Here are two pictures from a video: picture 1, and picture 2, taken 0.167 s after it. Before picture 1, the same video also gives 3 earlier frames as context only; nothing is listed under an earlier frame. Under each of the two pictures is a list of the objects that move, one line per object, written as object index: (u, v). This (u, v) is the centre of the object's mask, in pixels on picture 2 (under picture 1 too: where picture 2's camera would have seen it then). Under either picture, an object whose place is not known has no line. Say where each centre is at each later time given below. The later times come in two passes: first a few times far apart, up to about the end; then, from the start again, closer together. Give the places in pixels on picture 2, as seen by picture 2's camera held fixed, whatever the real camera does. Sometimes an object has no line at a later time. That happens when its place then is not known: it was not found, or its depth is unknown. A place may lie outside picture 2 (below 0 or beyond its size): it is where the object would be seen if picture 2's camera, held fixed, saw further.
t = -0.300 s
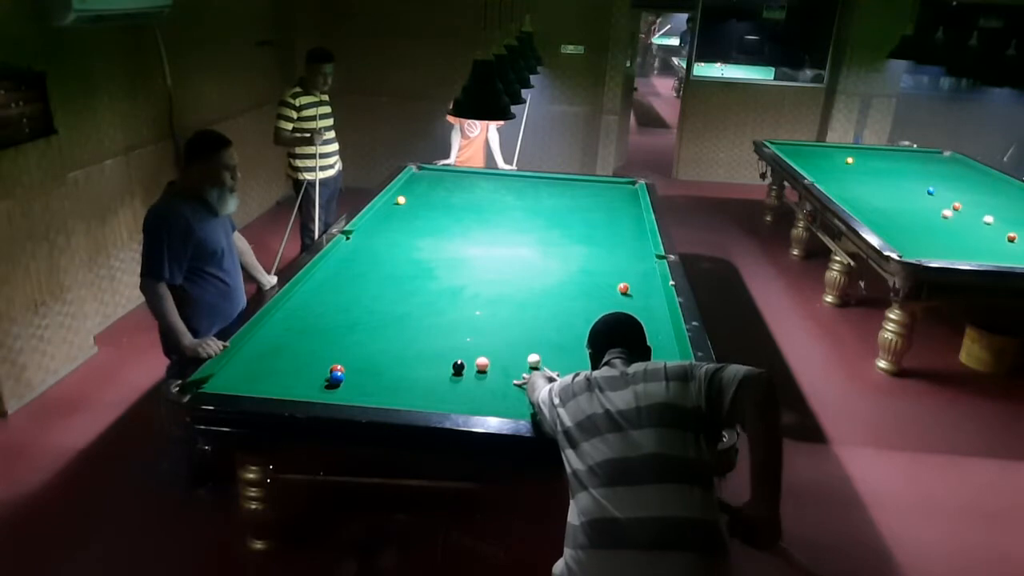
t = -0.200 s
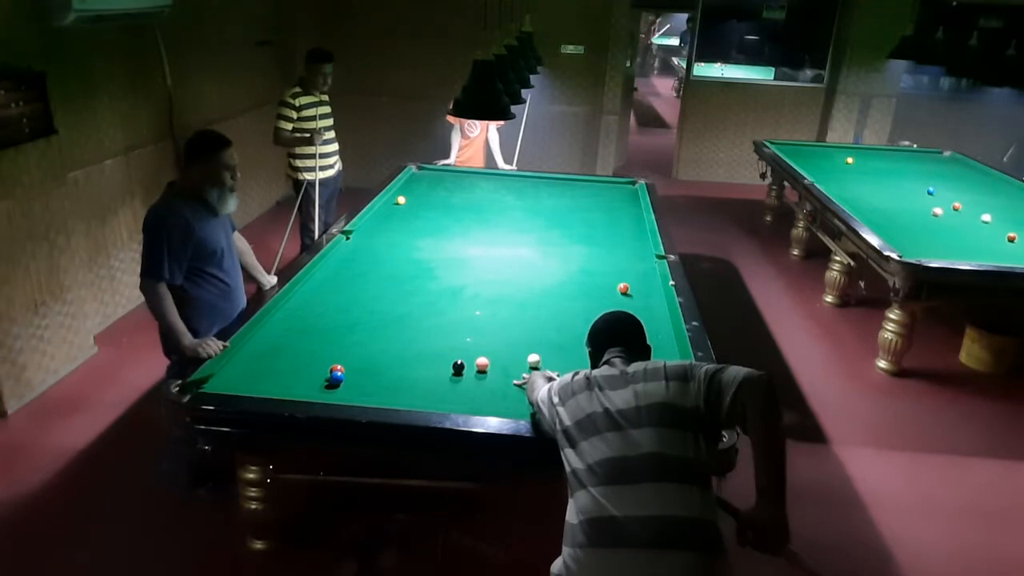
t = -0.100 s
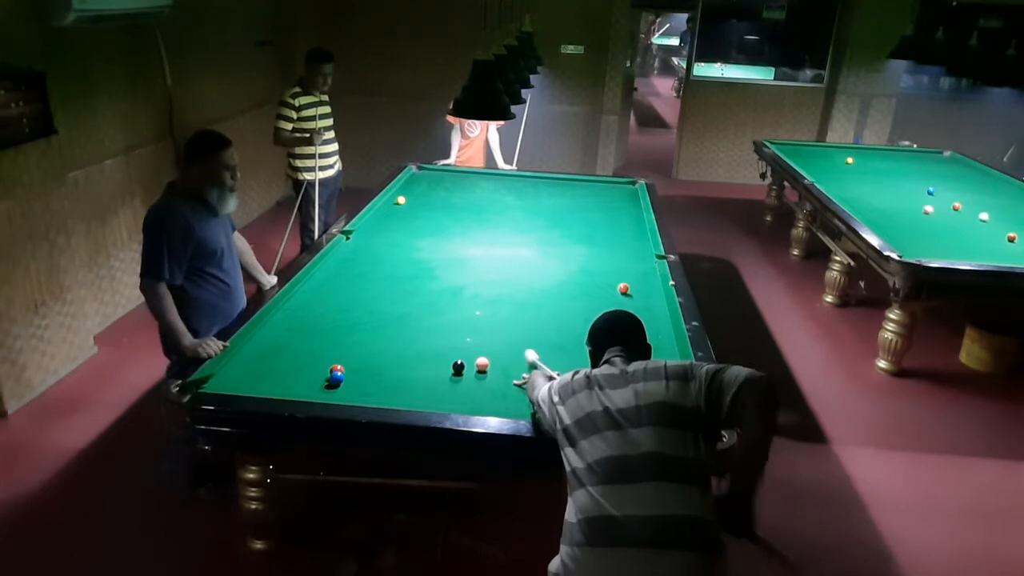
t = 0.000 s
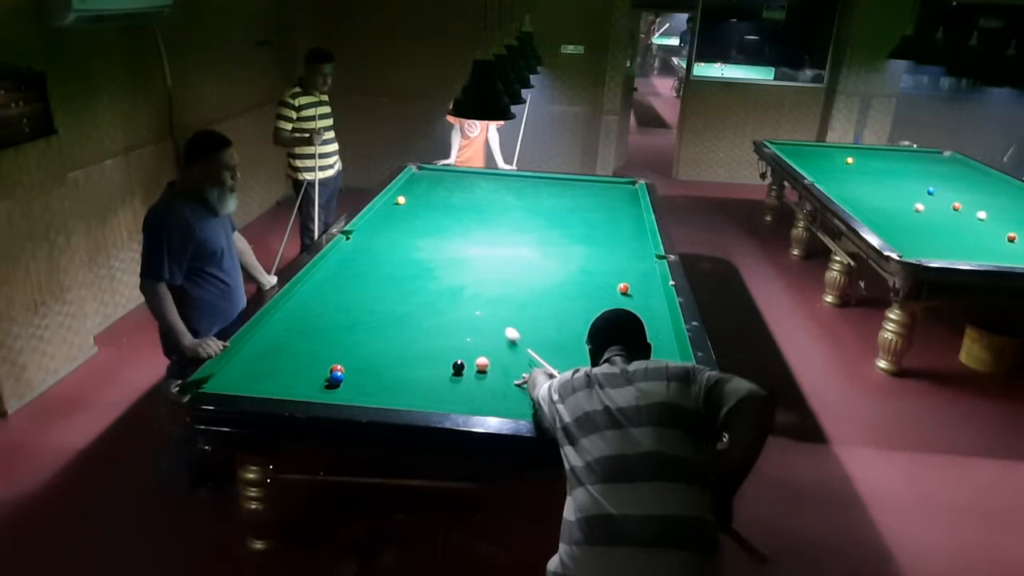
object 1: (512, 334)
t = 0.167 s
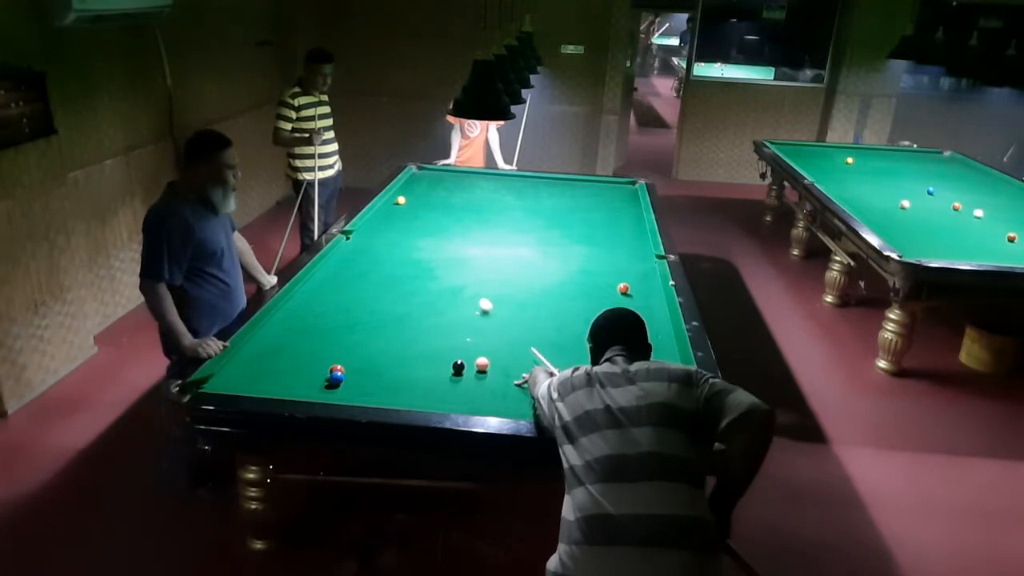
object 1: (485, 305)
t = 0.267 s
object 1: (471, 289)
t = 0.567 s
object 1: (437, 251)
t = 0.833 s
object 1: (413, 224)
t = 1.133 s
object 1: (392, 200)
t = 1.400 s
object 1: (417, 188)
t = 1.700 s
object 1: (444, 178)
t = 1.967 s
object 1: (464, 172)
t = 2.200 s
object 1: (473, 179)
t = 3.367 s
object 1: (525, 216)
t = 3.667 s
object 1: (539, 227)
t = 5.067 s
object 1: (613, 281)
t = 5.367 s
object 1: (620, 286)
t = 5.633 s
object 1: (622, 287)
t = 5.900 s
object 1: (623, 288)
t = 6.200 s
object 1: (624, 289)
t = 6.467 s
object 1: (624, 289)
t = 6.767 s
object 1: (624, 289)
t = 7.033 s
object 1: (624, 289)
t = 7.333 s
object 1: (624, 289)
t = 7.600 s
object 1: (624, 289)
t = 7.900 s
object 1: (624, 289)
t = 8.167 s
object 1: (624, 289)
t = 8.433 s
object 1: (624, 289)
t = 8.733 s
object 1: (624, 289)
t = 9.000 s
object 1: (624, 289)
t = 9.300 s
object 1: (624, 289)
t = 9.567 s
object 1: (624, 289)
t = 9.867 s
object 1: (624, 289)
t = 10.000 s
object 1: (624, 289)
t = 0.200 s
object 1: (480, 300)
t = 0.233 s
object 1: (476, 295)
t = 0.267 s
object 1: (471, 289)
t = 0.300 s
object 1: (467, 285)
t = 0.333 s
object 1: (463, 280)
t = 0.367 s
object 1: (459, 275)
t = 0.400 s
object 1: (455, 271)
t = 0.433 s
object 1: (451, 267)
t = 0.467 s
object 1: (447, 263)
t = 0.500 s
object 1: (444, 258)
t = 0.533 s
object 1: (441, 255)
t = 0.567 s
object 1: (437, 251)
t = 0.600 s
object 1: (434, 247)
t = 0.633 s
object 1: (431, 243)
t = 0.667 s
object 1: (428, 240)
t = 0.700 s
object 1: (425, 237)
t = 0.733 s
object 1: (422, 234)
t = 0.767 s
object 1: (419, 230)
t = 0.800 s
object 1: (416, 227)
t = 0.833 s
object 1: (413, 224)
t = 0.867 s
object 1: (411, 221)
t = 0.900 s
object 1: (408, 218)
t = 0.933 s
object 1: (406, 215)
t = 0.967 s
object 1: (403, 212)
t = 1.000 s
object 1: (401, 210)
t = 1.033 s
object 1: (398, 207)
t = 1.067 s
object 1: (396, 205)
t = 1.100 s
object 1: (394, 202)
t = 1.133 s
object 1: (392, 200)
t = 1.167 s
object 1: (391, 198)
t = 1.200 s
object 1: (395, 196)
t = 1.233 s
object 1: (400, 194)
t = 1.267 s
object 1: (404, 193)
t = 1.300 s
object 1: (407, 192)
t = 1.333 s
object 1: (410, 191)
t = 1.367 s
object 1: (414, 190)
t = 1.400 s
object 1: (417, 188)
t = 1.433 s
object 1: (420, 187)
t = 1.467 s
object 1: (423, 186)
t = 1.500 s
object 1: (427, 185)
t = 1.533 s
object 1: (430, 184)
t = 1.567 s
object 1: (433, 183)
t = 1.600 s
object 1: (436, 181)
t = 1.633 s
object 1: (438, 180)
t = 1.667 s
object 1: (441, 179)
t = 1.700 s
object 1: (444, 178)
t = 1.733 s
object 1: (447, 177)
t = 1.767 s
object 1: (449, 176)
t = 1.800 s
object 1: (452, 175)
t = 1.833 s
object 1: (455, 174)
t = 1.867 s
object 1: (457, 173)
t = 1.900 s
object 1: (460, 172)
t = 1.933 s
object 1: (462, 171)
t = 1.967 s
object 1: (464, 172)
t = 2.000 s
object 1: (465, 173)
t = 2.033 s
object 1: (466, 174)
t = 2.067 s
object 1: (468, 175)
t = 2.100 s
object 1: (469, 176)
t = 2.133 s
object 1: (470, 177)
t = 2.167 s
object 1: (472, 178)
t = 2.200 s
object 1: (473, 179)
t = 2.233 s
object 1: (475, 180)
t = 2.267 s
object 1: (476, 181)
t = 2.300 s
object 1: (477, 182)
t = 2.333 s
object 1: (479, 183)
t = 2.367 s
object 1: (480, 184)
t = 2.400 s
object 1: (482, 185)
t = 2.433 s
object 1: (483, 186)
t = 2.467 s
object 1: (484, 187)
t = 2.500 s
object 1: (486, 188)
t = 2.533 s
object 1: (487, 189)
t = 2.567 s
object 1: (489, 190)
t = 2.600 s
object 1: (490, 191)
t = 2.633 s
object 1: (491, 192)
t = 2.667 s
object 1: (493, 193)
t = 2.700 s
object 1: (494, 194)
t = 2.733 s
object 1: (496, 195)
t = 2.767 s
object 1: (497, 196)
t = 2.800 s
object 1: (499, 198)
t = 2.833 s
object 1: (500, 198)
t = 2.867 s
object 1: (502, 199)
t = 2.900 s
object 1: (503, 201)
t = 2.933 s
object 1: (505, 202)
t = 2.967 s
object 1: (506, 203)
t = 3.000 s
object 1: (508, 204)
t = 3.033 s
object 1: (509, 205)
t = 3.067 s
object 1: (511, 206)
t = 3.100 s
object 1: (512, 207)
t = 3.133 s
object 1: (514, 208)
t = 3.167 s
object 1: (516, 210)
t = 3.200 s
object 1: (517, 211)
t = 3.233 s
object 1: (519, 212)
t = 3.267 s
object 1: (520, 213)
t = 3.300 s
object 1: (521, 214)
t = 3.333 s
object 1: (523, 215)
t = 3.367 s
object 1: (525, 216)
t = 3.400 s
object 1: (526, 217)
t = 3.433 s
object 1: (528, 219)
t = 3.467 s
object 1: (530, 220)
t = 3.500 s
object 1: (531, 221)
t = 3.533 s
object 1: (533, 222)
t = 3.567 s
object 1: (534, 223)
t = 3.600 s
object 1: (536, 225)
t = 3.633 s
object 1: (538, 226)
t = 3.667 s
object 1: (539, 227)
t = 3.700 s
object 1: (541, 228)
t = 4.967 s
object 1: (608, 277)
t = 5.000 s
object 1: (609, 278)
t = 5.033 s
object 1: (611, 280)
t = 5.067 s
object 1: (613, 281)
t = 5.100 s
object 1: (615, 282)
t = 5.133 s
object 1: (616, 283)
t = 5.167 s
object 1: (617, 284)
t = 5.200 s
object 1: (617, 284)
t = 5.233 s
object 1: (618, 285)
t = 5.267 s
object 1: (618, 285)
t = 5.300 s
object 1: (619, 285)
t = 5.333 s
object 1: (619, 285)
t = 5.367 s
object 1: (620, 286)
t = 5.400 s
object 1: (620, 286)
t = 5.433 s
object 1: (620, 286)
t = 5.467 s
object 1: (620, 286)
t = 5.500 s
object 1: (621, 287)
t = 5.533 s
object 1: (621, 287)
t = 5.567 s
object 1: (621, 287)
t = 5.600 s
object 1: (622, 287)
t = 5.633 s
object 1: (622, 287)
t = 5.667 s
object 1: (622, 287)
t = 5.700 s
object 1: (622, 288)
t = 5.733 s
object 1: (622, 288)
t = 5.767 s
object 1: (623, 288)
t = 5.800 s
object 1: (623, 288)
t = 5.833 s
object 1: (623, 288)
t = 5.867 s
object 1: (623, 288)
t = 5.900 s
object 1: (623, 288)
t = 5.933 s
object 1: (623, 288)
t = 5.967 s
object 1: (623, 289)
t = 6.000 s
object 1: (623, 289)
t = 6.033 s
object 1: (623, 289)
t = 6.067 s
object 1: (623, 289)
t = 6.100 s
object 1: (623, 289)
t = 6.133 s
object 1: (623, 289)
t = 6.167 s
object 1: (624, 289)
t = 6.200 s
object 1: (624, 289)
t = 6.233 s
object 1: (624, 289)
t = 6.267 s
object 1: (624, 289)
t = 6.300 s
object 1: (624, 289)
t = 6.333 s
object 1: (624, 289)
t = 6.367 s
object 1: (624, 289)
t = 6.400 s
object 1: (624, 289)
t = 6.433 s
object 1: (624, 289)
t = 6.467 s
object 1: (624, 289)
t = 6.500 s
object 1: (624, 289)
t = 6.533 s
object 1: (624, 289)
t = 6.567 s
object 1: (624, 289)
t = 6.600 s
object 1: (624, 289)
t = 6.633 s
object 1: (624, 289)
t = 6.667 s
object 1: (624, 289)
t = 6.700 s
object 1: (624, 289)
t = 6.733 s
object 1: (624, 289)
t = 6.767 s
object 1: (624, 289)
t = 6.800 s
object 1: (624, 289)
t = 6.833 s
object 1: (624, 289)
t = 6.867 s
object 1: (624, 289)
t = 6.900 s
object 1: (624, 289)
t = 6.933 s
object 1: (624, 289)
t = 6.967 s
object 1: (624, 289)
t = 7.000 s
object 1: (624, 289)
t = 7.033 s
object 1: (624, 289)
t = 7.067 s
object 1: (624, 289)
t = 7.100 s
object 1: (624, 289)
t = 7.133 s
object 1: (624, 289)
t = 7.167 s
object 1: (624, 289)
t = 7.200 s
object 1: (624, 289)
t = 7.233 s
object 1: (624, 289)
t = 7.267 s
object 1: (624, 289)
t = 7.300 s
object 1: (624, 289)
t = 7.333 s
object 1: (624, 289)
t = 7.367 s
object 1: (624, 289)
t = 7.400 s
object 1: (624, 289)
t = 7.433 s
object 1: (624, 289)
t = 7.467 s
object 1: (624, 289)
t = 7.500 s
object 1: (624, 289)
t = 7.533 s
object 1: (624, 289)
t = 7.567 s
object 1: (624, 289)
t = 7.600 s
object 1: (624, 289)
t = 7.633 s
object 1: (624, 289)
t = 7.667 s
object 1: (624, 289)
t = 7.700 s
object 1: (624, 289)
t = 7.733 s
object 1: (624, 289)
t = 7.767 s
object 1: (624, 289)
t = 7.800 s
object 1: (624, 289)
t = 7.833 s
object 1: (624, 289)
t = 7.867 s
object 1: (624, 289)
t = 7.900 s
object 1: (624, 289)
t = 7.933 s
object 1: (624, 289)
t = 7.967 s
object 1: (624, 289)
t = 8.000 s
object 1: (624, 289)
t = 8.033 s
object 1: (624, 289)
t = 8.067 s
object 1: (624, 289)
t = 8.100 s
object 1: (624, 289)
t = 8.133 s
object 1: (624, 289)
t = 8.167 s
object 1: (624, 289)
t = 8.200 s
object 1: (624, 289)
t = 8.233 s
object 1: (624, 289)
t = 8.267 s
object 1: (624, 289)
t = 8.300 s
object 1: (624, 289)
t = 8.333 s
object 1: (624, 289)
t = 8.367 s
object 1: (624, 289)
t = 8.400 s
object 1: (624, 289)
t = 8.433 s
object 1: (624, 289)
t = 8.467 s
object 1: (624, 289)
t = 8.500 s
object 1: (624, 289)
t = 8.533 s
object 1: (624, 289)
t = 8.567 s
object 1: (624, 289)
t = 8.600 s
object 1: (624, 289)
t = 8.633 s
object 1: (624, 289)
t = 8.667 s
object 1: (624, 289)
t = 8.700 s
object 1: (624, 289)
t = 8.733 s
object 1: (624, 289)
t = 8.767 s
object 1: (624, 289)
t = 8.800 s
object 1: (624, 289)
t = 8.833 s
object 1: (624, 289)
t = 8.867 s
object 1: (624, 289)
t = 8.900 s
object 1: (624, 289)
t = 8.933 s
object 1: (624, 289)
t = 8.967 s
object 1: (624, 289)
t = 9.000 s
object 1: (624, 289)
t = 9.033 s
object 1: (624, 289)
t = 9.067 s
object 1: (624, 289)
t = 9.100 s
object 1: (624, 289)
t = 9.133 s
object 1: (624, 289)
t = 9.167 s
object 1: (624, 289)
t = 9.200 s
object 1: (624, 289)
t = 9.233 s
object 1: (624, 289)
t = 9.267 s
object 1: (624, 289)
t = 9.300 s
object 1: (624, 289)
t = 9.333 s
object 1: (624, 289)
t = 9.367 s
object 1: (624, 289)
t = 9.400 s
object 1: (624, 289)
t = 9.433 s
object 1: (624, 289)
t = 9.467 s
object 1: (624, 289)
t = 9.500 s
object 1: (624, 289)
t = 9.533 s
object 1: (624, 289)
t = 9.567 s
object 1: (624, 289)
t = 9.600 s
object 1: (624, 289)
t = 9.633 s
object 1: (624, 289)
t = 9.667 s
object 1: (624, 289)
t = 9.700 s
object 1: (624, 289)
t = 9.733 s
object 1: (624, 289)
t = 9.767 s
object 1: (624, 289)
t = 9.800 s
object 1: (624, 289)
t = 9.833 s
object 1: (624, 289)
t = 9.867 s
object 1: (624, 289)
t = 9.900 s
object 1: (624, 289)
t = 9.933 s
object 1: (624, 289)
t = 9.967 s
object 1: (624, 289)
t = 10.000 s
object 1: (624, 289)
